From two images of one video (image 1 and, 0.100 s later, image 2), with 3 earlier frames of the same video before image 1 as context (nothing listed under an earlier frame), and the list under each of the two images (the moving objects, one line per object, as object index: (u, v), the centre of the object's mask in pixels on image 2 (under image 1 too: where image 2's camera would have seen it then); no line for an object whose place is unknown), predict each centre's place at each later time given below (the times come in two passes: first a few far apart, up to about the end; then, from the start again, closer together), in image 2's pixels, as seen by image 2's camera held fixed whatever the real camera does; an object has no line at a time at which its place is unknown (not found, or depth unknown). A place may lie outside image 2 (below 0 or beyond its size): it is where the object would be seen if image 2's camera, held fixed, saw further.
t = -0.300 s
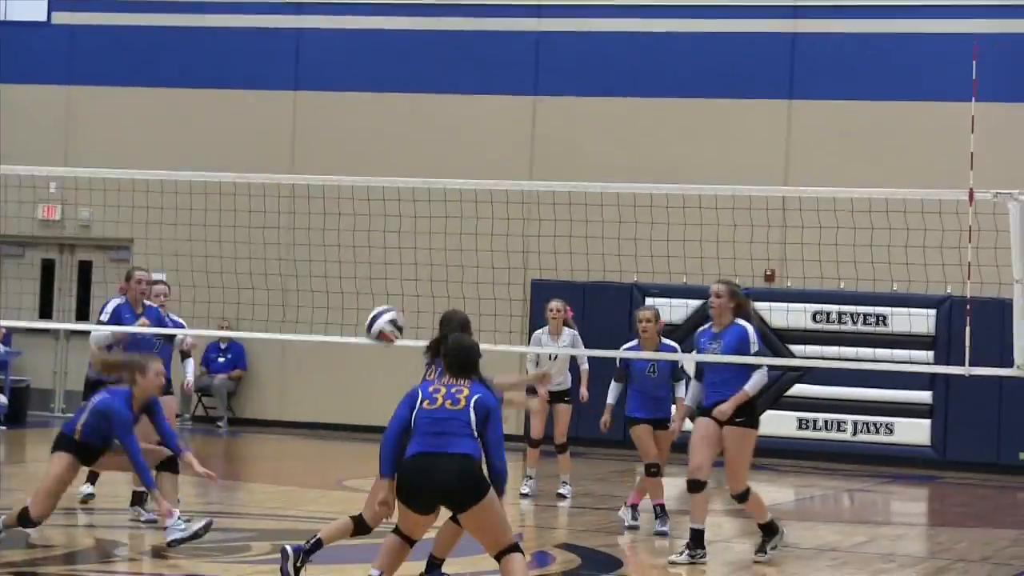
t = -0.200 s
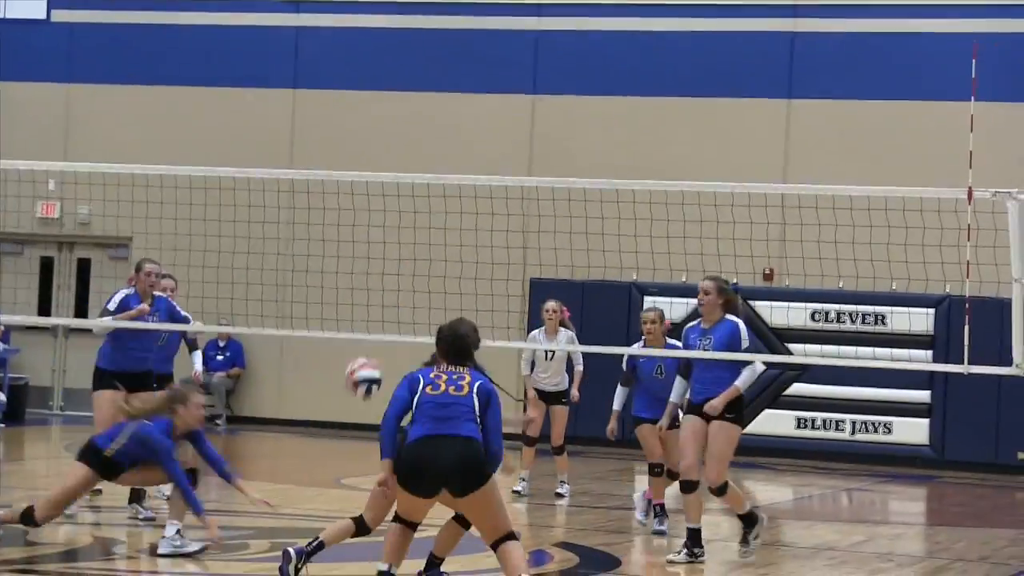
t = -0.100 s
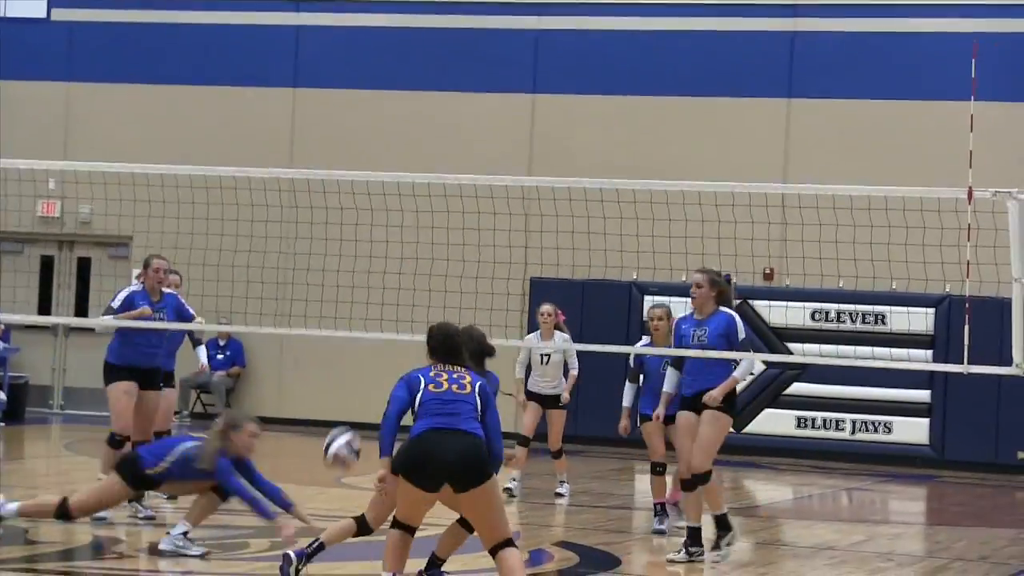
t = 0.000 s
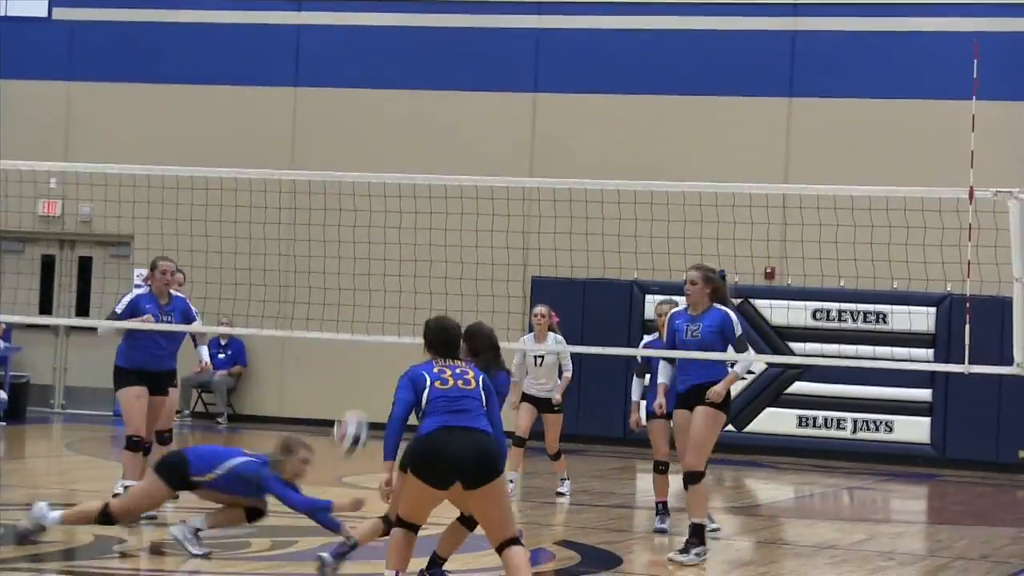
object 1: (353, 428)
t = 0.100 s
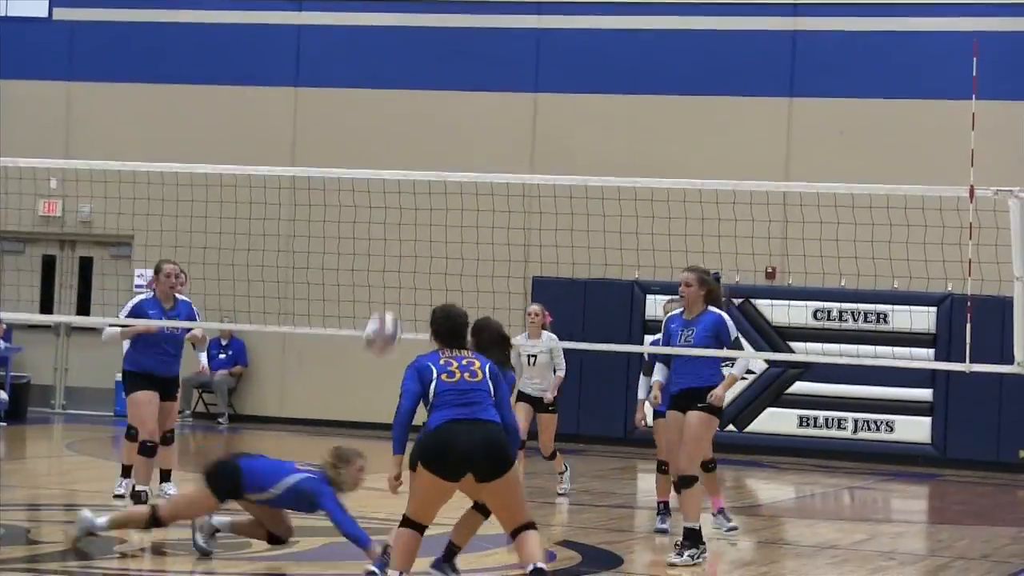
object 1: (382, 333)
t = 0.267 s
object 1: (427, 207)
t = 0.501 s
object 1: (483, 114)
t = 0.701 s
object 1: (526, 108)
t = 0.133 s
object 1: (391, 302)
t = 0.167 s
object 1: (400, 277)
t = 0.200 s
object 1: (410, 250)
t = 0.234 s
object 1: (418, 227)
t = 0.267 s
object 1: (427, 207)
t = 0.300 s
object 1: (435, 189)
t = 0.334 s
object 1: (444, 171)
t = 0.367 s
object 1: (453, 156)
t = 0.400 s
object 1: (462, 143)
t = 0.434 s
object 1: (469, 131)
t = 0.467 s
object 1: (477, 122)
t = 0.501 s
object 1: (483, 114)
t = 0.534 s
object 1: (491, 109)
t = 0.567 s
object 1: (498, 105)
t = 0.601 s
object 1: (505, 103)
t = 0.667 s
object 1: (519, 104)
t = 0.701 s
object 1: (526, 108)
